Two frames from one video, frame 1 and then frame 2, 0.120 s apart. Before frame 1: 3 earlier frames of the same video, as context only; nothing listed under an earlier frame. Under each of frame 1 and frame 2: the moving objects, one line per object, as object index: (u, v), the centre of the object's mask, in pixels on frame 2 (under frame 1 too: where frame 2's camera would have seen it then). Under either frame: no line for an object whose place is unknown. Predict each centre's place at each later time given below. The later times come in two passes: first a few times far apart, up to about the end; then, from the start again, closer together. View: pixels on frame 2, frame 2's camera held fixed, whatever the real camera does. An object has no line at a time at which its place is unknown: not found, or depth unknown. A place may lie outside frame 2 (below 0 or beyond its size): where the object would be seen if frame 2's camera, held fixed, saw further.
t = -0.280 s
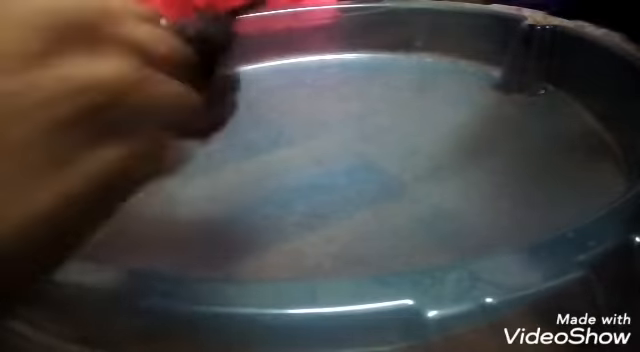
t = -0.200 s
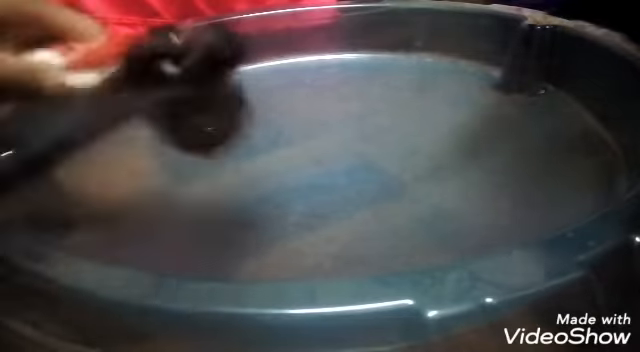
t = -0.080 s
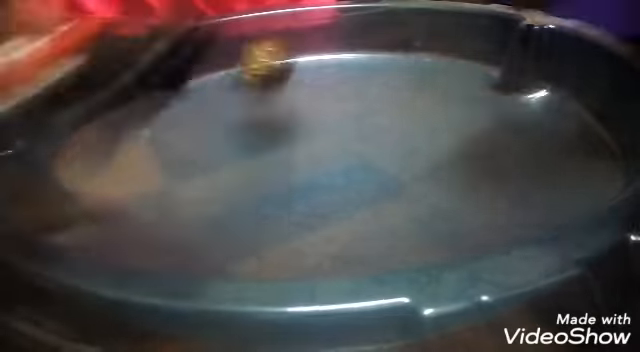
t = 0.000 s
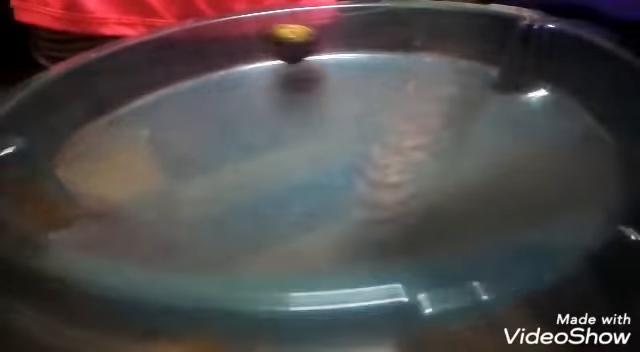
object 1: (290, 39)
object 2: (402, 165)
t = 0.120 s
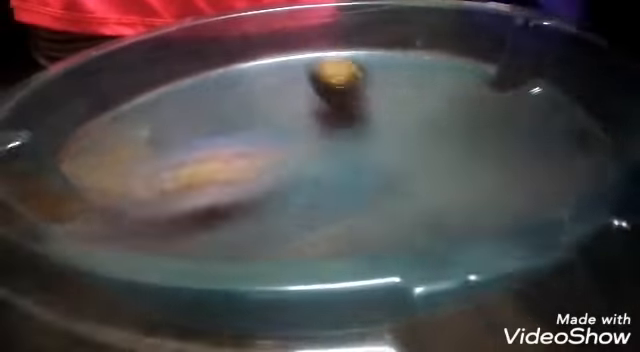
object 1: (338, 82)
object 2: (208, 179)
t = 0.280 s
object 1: (377, 137)
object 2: (176, 184)
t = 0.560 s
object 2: (286, 102)
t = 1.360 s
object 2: (313, 134)
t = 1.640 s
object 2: (102, 165)
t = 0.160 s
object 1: (349, 94)
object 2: (142, 189)
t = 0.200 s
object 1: (360, 106)
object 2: (149, 177)
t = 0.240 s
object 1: (369, 121)
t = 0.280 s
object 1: (377, 137)
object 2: (176, 184)
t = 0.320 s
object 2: (196, 143)
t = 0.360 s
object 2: (211, 125)
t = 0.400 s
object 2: (228, 130)
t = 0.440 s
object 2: (246, 122)
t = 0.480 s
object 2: (262, 108)
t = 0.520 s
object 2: (277, 108)
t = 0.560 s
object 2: (286, 102)
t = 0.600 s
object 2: (295, 104)
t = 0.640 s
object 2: (302, 102)
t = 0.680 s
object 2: (304, 105)
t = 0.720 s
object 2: (304, 112)
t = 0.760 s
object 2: (304, 121)
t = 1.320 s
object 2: (341, 141)
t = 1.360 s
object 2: (313, 134)
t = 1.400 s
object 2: (283, 130)
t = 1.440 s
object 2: (252, 131)
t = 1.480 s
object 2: (219, 130)
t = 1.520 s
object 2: (191, 133)
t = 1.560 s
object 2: (157, 136)
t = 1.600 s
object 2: (126, 146)
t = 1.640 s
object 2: (102, 165)
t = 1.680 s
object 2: (82, 157)
